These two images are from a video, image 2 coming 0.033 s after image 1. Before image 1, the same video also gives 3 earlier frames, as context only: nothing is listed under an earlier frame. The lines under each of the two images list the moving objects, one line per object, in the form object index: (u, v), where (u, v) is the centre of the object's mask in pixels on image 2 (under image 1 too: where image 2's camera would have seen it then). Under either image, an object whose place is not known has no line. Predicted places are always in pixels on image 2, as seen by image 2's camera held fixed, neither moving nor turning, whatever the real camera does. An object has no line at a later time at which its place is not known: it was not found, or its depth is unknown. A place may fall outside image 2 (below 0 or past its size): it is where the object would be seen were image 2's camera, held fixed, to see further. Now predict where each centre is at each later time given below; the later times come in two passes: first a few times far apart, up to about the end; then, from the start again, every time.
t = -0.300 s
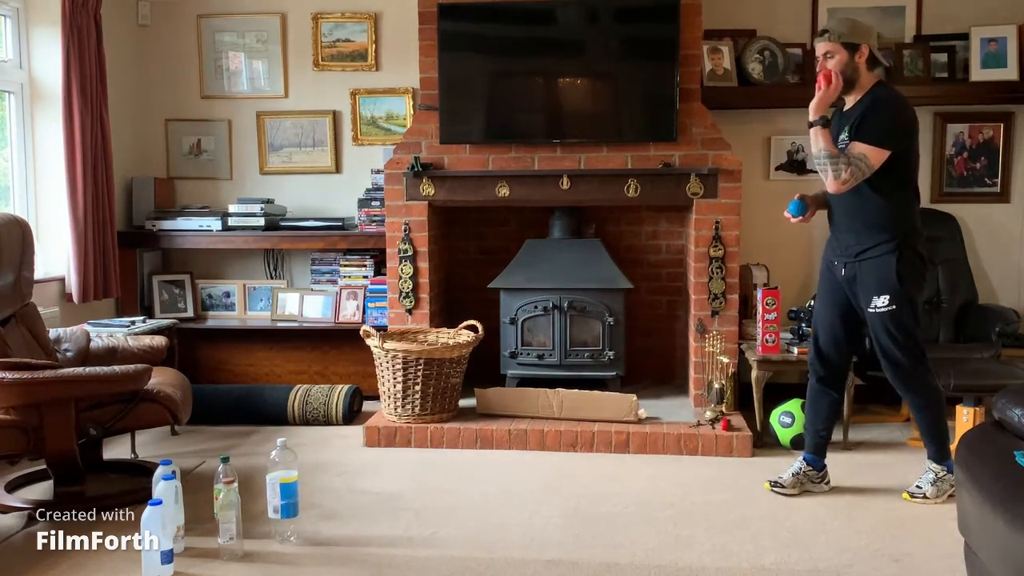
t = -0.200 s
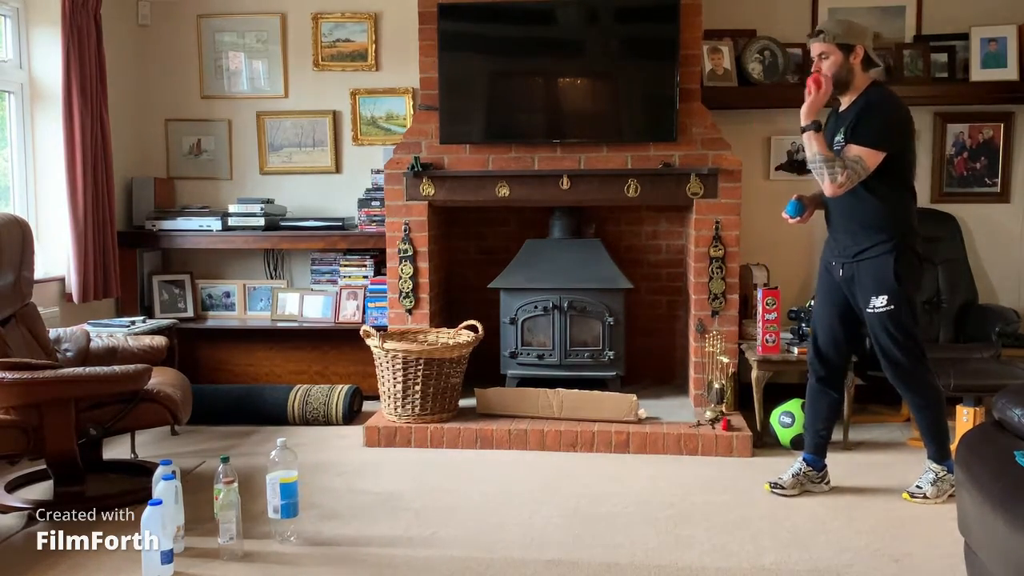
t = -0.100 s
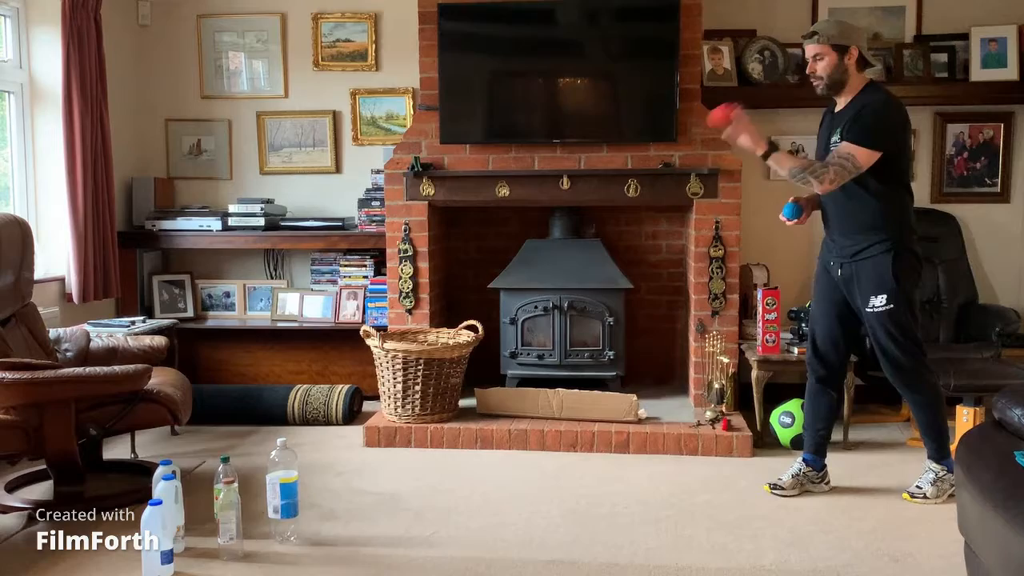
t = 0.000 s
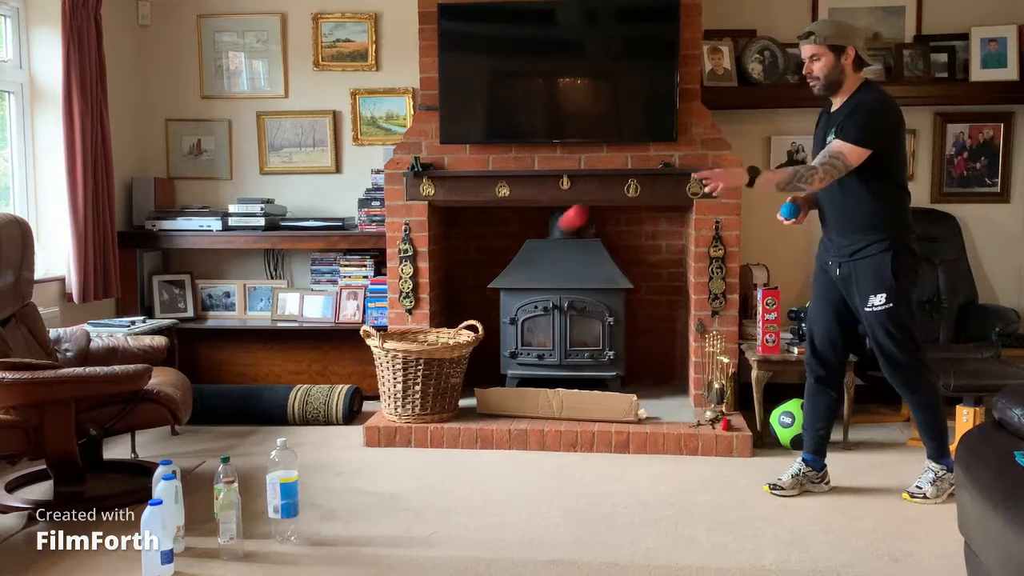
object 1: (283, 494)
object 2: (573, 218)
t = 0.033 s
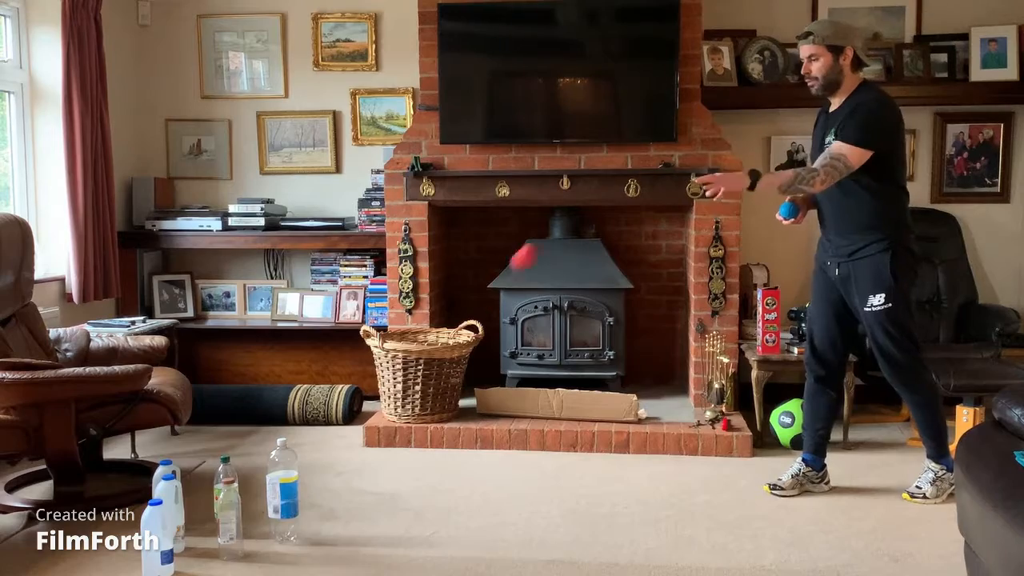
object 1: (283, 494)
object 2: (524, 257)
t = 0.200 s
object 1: (279, 492)
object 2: (297, 498)
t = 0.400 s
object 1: (235, 488)
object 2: (378, 471)
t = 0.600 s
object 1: (200, 516)
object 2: (484, 499)
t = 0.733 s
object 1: (200, 519)
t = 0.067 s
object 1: (283, 494)
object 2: (476, 301)
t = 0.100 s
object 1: (283, 494)
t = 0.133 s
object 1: (283, 494)
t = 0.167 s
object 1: (283, 494)
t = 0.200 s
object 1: (279, 492)
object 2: (297, 498)
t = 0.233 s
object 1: (268, 485)
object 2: (303, 541)
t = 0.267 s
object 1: (258, 493)
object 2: (318, 524)
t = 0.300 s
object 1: (249, 490)
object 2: (332, 506)
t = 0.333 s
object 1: (243, 490)
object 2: (347, 491)
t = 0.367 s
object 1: (237, 488)
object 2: (363, 479)
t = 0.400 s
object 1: (235, 488)
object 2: (378, 471)
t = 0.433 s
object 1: (221, 492)
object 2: (395, 466)
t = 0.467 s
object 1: (208, 486)
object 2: (412, 464)
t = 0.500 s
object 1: (202, 497)
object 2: (429, 467)
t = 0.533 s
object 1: (201, 507)
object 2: (447, 473)
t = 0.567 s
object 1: (201, 515)
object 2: (465, 484)
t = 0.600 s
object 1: (200, 516)
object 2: (484, 499)
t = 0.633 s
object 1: (201, 517)
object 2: (503, 518)
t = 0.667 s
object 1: (200, 516)
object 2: (523, 543)
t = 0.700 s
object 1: (200, 518)
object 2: (542, 567)
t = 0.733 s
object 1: (200, 519)
